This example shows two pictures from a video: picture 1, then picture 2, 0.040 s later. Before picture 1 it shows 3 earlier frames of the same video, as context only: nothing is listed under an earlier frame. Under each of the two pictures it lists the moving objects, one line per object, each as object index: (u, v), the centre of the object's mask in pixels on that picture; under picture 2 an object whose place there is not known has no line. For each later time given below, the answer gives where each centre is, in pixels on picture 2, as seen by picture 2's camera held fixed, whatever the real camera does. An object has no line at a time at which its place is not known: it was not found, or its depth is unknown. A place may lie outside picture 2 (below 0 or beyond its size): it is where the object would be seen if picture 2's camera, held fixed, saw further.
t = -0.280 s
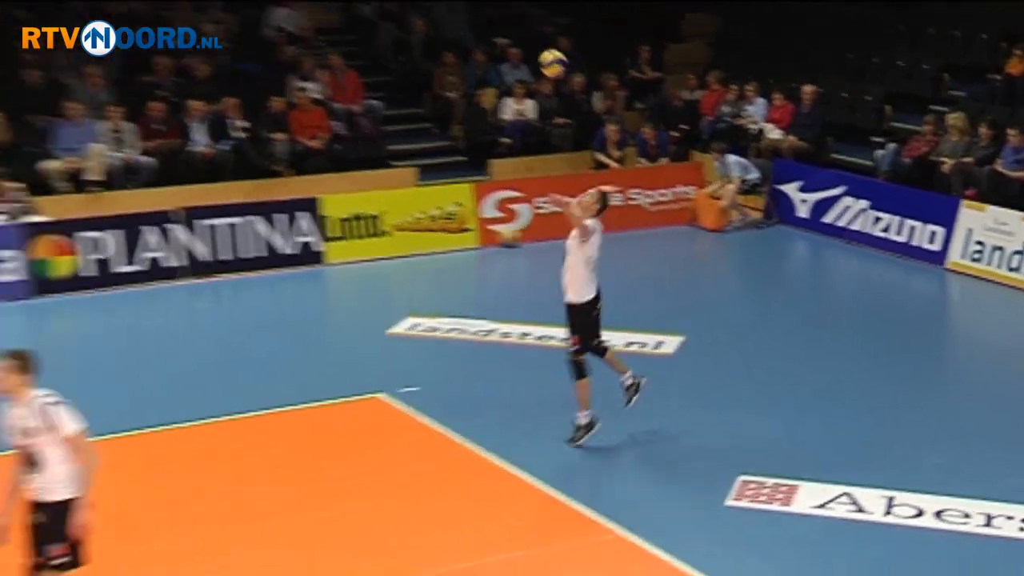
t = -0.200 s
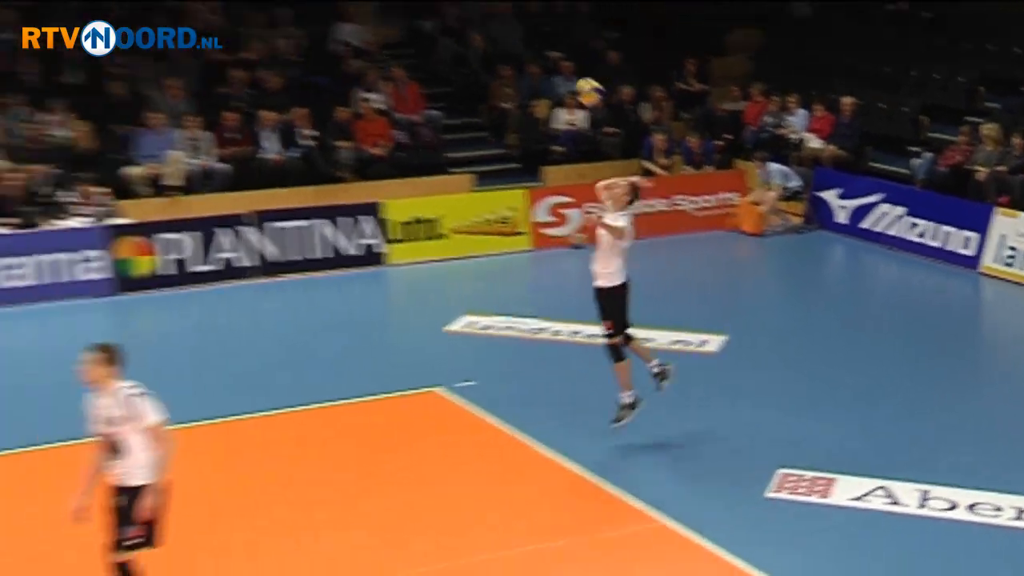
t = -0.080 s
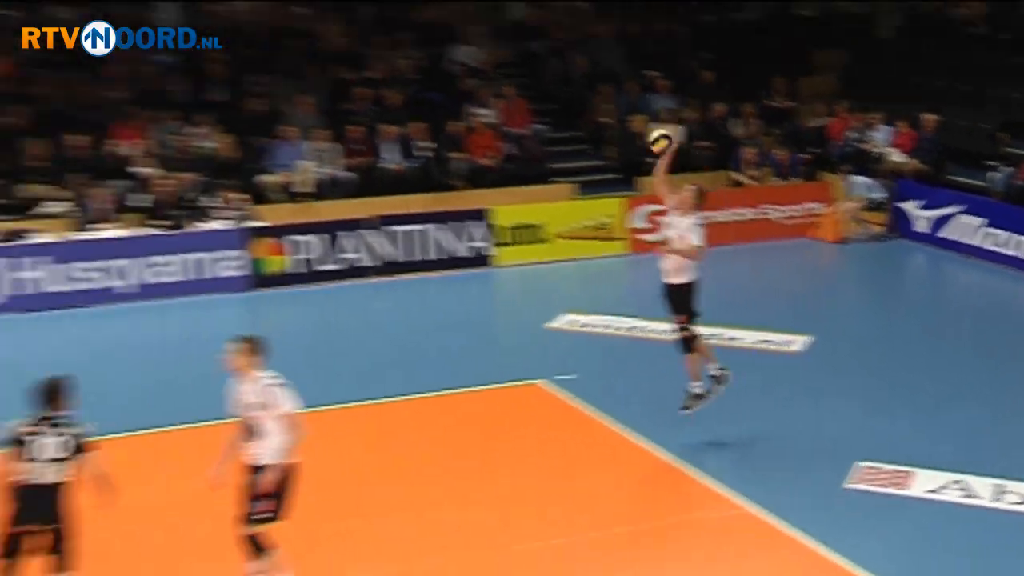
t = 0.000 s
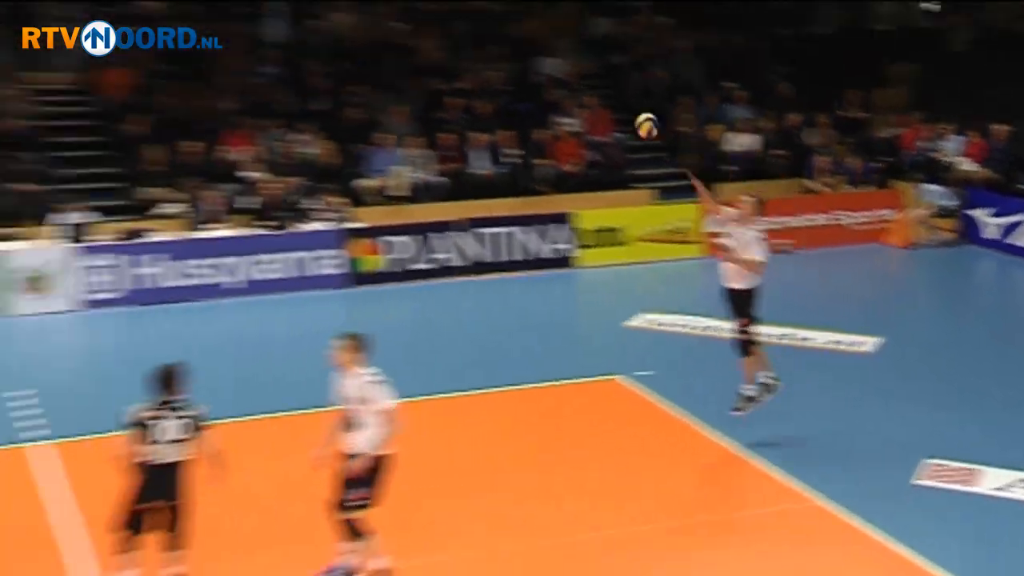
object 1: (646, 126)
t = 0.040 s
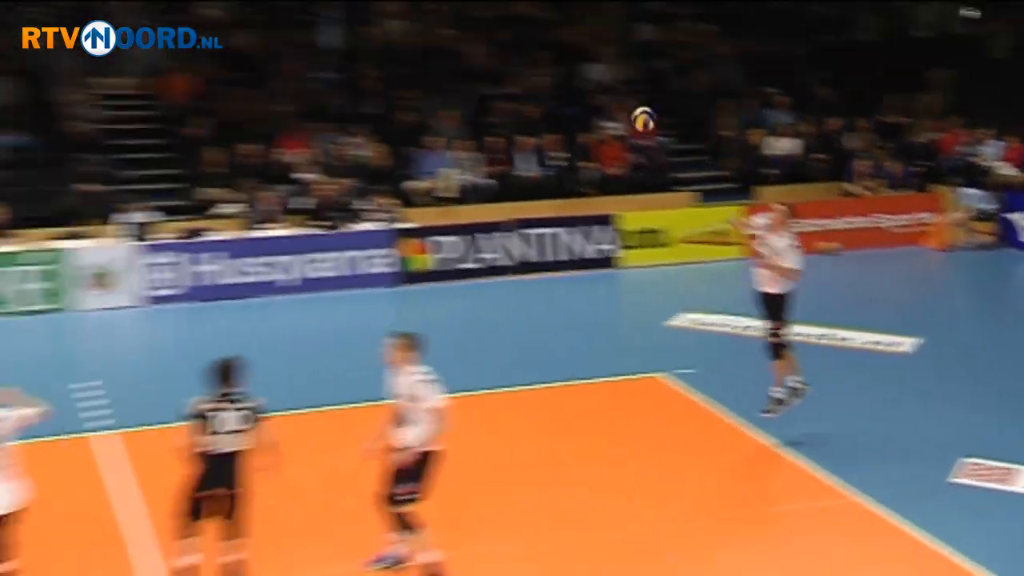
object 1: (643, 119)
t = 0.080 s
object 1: (597, 110)
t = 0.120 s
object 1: (549, 102)
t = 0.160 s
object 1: (500, 95)
